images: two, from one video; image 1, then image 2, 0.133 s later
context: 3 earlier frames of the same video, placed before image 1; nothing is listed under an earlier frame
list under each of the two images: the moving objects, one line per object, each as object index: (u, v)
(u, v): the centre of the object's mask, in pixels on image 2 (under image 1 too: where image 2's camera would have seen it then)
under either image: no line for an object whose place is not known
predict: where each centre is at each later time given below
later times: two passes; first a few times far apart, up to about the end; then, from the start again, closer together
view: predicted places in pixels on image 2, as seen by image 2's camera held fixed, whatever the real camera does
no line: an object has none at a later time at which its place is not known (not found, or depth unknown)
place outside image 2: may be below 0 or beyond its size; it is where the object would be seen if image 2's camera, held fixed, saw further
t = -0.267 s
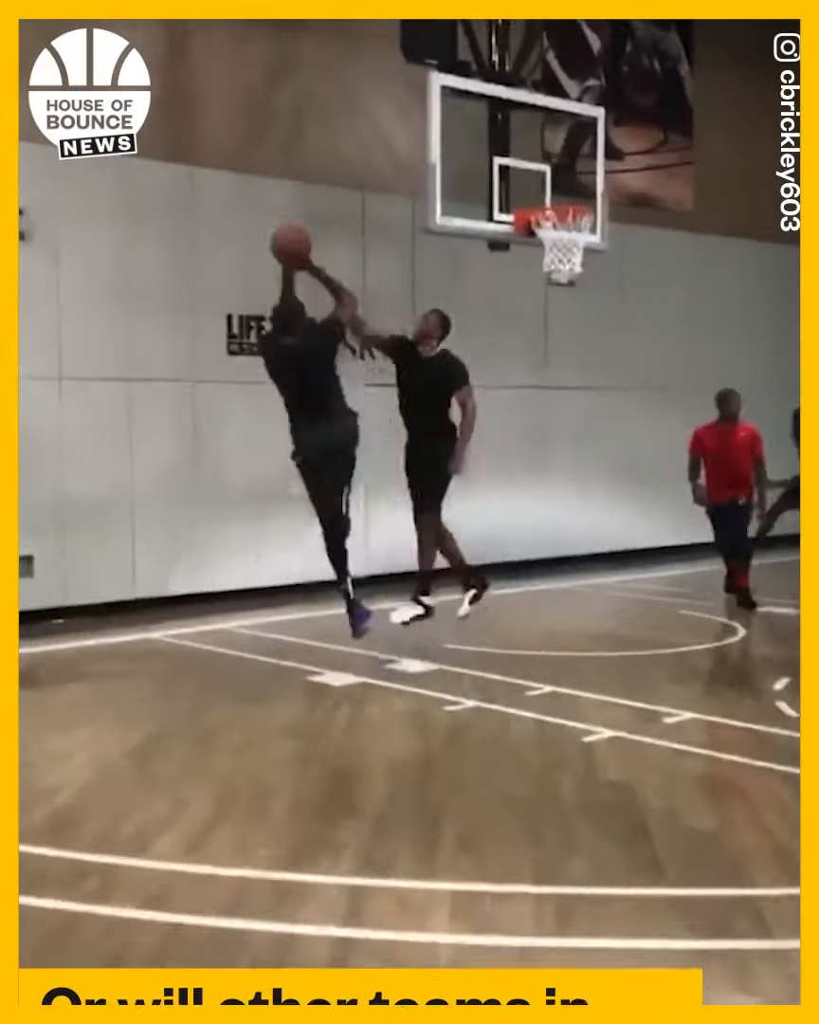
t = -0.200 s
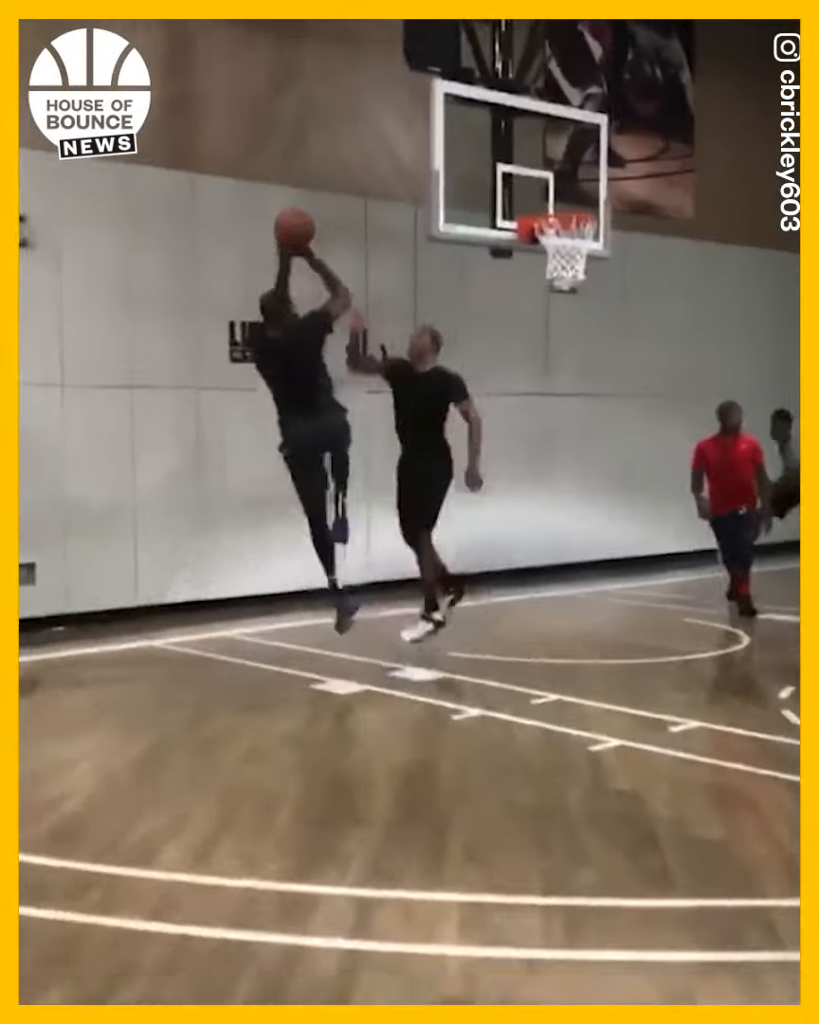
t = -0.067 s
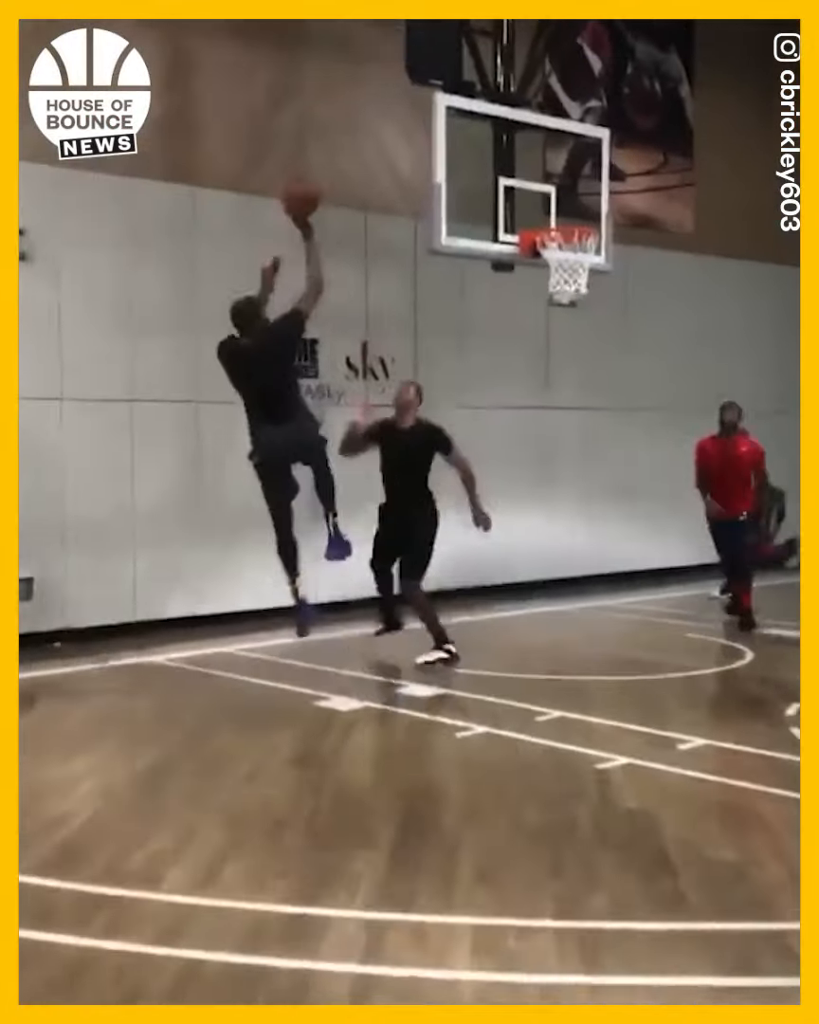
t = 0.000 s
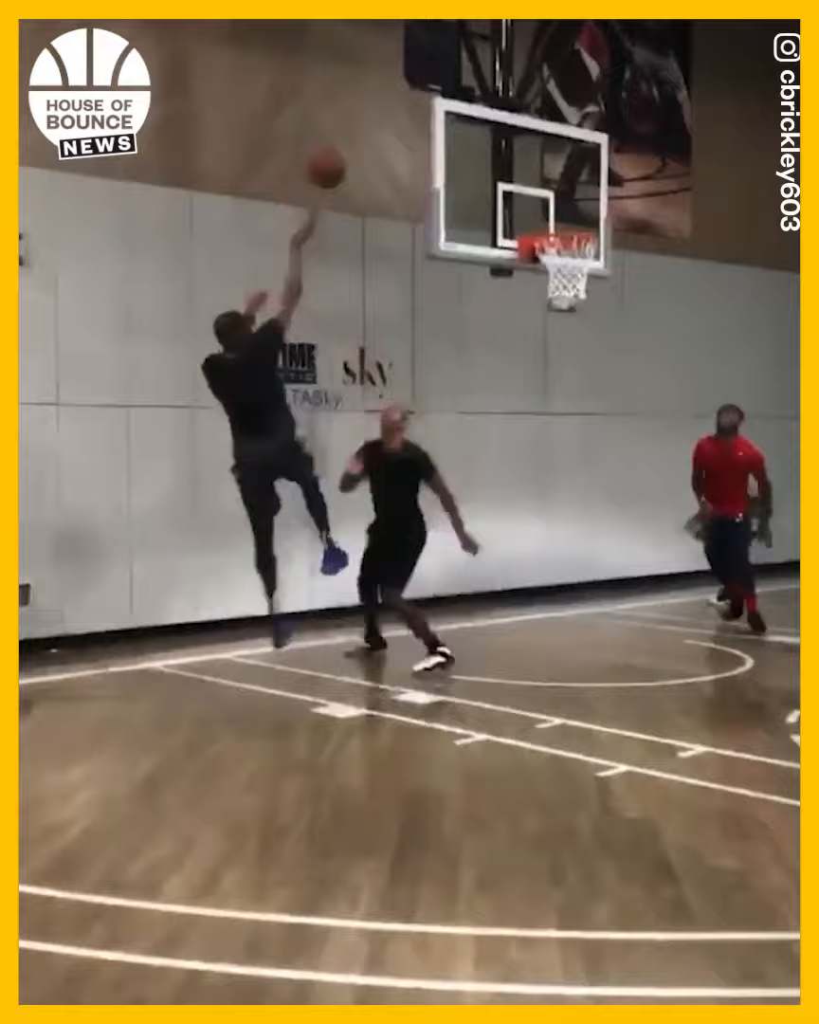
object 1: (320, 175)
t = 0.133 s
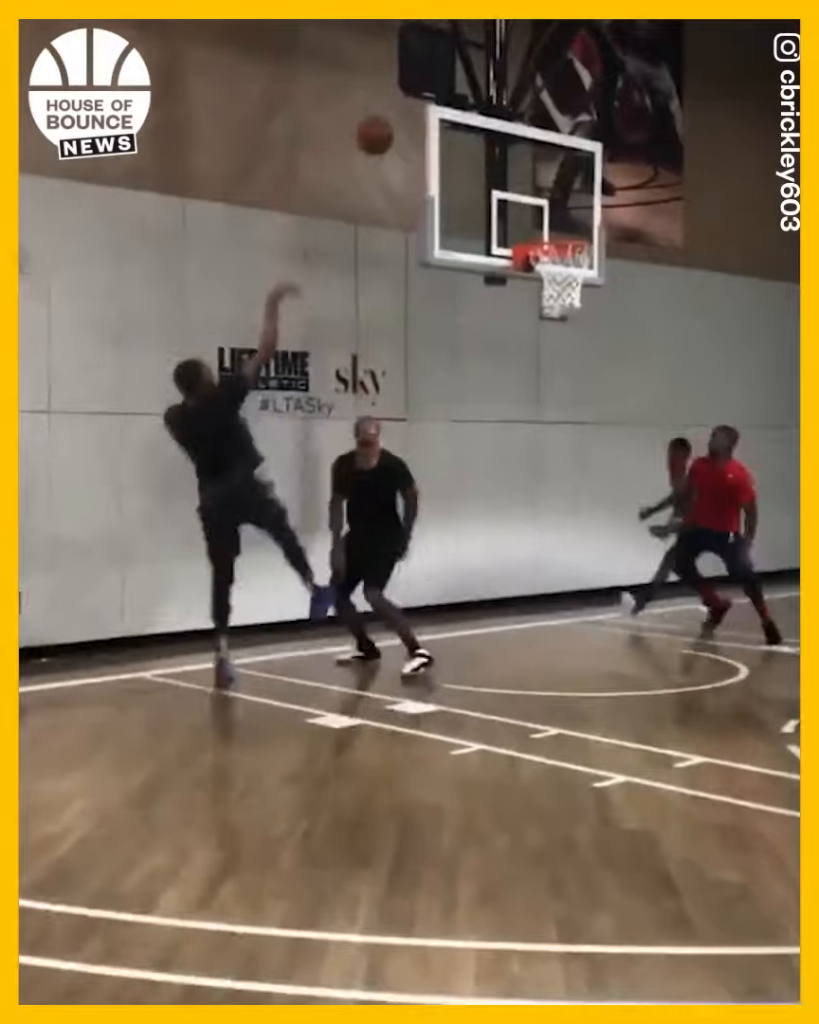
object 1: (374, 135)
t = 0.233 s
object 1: (413, 125)
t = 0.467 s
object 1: (495, 158)
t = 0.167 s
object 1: (388, 130)
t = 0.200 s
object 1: (401, 127)
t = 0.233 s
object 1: (413, 125)
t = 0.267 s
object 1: (426, 125)
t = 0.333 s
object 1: (451, 130)
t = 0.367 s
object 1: (464, 135)
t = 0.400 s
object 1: (472, 141)
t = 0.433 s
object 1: (485, 149)
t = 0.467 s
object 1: (495, 158)
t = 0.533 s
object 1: (523, 183)
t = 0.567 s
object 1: (528, 196)
